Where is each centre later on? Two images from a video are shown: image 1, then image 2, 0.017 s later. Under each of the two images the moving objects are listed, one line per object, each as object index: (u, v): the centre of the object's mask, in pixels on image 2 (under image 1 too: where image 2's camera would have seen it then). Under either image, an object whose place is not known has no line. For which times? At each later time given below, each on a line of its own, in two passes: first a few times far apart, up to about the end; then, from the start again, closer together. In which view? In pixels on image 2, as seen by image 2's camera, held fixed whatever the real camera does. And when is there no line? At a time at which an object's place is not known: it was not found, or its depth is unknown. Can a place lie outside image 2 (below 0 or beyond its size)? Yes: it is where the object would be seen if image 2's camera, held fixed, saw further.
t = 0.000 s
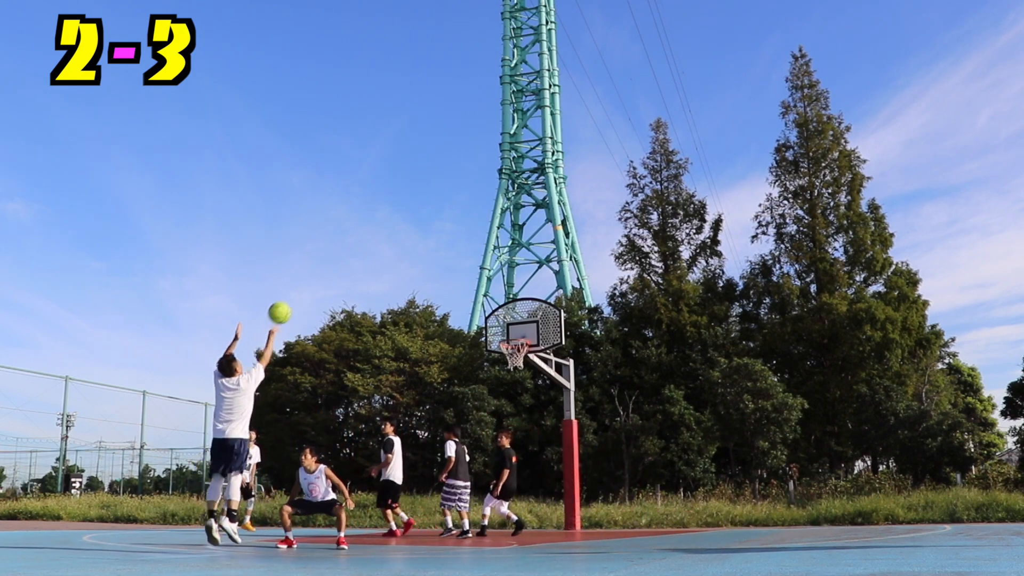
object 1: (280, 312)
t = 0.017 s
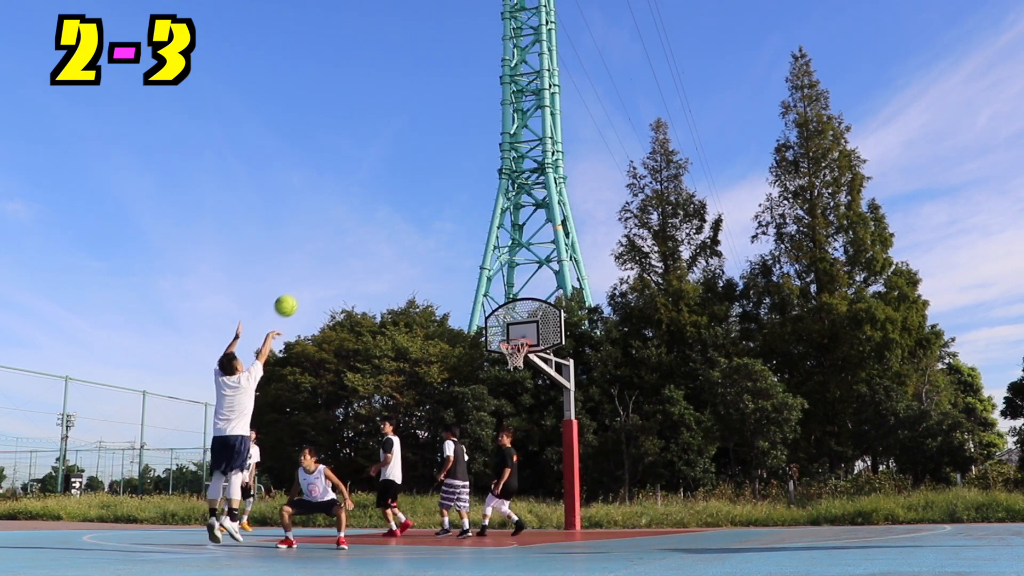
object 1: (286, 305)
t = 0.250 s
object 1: (360, 242)
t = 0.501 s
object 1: (422, 229)
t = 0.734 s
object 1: (470, 254)
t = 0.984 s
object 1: (515, 312)
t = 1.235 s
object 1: (568, 316)
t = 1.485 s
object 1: (626, 319)
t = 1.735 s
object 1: (685, 359)
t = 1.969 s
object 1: (740, 431)
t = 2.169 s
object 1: (789, 518)
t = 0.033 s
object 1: (292, 299)
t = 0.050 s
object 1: (297, 293)
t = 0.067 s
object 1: (303, 287)
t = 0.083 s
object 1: (309, 281)
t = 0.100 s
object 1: (314, 276)
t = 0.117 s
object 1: (320, 271)
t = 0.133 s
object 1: (325, 266)
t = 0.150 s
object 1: (330, 262)
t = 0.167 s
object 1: (336, 258)
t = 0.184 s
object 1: (340, 255)
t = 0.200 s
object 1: (345, 251)
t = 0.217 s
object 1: (350, 248)
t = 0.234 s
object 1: (355, 245)
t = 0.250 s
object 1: (360, 242)
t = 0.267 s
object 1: (365, 240)
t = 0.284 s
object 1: (369, 238)
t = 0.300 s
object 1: (373, 236)
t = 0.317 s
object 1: (378, 234)
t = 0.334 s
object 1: (382, 233)
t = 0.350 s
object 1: (386, 231)
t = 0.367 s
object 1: (390, 231)
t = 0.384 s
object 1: (395, 230)
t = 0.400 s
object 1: (399, 229)
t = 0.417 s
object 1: (403, 229)
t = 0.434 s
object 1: (407, 228)
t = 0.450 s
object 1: (411, 228)
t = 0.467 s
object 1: (415, 228)
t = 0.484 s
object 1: (419, 229)
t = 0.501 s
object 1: (422, 229)
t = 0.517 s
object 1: (426, 230)
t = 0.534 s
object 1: (430, 231)
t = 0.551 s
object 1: (433, 232)
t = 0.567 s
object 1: (437, 233)
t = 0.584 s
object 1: (440, 235)
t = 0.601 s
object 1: (444, 236)
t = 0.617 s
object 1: (447, 238)
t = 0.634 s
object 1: (451, 240)
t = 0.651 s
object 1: (454, 242)
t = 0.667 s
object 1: (457, 244)
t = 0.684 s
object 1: (461, 246)
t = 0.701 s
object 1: (464, 249)
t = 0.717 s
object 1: (467, 251)
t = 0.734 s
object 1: (470, 254)
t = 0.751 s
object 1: (474, 257)
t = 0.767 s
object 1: (477, 260)
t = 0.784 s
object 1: (480, 263)
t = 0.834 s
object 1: (489, 273)
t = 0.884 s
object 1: (498, 285)
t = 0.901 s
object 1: (501, 289)
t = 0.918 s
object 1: (504, 293)
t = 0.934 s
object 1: (507, 298)
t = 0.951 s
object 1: (510, 302)
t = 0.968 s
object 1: (512, 307)
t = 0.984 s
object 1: (515, 312)
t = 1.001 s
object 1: (518, 317)
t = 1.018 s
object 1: (522, 322)
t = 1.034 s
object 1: (524, 327)
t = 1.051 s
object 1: (526, 332)
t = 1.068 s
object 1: (529, 334)
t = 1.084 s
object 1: (533, 332)
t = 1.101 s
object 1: (537, 329)
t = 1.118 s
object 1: (541, 327)
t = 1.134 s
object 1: (545, 325)
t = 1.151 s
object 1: (548, 323)
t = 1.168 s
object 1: (553, 321)
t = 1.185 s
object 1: (556, 320)
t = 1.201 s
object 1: (560, 318)
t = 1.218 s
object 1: (564, 317)
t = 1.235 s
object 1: (568, 316)
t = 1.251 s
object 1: (572, 315)
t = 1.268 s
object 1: (576, 315)
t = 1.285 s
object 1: (579, 314)
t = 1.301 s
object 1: (583, 313)
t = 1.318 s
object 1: (587, 313)
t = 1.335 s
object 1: (592, 313)
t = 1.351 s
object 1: (595, 313)
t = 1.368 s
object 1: (598, 313)
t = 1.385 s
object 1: (603, 313)
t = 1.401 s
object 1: (607, 314)
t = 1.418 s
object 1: (611, 315)
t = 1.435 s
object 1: (615, 316)
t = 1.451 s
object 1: (619, 317)
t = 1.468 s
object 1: (622, 318)
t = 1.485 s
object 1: (626, 319)
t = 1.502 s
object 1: (630, 321)
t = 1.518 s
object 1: (634, 323)
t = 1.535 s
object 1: (638, 325)
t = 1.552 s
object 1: (642, 327)
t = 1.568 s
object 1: (646, 329)
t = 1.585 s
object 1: (649, 331)
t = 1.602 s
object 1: (654, 333)
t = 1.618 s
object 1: (657, 336)
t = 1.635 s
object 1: (661, 339)
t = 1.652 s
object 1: (665, 342)
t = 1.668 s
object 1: (669, 345)
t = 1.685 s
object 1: (673, 349)
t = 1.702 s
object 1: (677, 352)
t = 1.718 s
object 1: (681, 356)
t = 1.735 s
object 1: (685, 359)
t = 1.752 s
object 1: (689, 364)
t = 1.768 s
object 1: (693, 368)
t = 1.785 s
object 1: (697, 372)
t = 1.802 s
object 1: (701, 377)
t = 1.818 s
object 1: (704, 381)
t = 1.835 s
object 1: (709, 386)
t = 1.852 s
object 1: (712, 391)
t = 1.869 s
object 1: (716, 396)
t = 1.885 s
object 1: (720, 402)
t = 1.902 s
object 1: (724, 407)
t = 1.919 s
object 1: (728, 413)
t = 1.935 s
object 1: (732, 419)
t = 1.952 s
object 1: (736, 425)
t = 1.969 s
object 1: (740, 431)
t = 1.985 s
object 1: (744, 437)
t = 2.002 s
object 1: (748, 444)
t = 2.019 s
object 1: (752, 450)
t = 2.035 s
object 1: (756, 458)
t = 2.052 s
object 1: (760, 464)
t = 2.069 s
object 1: (764, 472)
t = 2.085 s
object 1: (768, 479)
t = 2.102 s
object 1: (772, 486)
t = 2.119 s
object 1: (776, 494)
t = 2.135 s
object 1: (780, 502)
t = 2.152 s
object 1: (784, 510)
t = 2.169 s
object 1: (789, 518)
